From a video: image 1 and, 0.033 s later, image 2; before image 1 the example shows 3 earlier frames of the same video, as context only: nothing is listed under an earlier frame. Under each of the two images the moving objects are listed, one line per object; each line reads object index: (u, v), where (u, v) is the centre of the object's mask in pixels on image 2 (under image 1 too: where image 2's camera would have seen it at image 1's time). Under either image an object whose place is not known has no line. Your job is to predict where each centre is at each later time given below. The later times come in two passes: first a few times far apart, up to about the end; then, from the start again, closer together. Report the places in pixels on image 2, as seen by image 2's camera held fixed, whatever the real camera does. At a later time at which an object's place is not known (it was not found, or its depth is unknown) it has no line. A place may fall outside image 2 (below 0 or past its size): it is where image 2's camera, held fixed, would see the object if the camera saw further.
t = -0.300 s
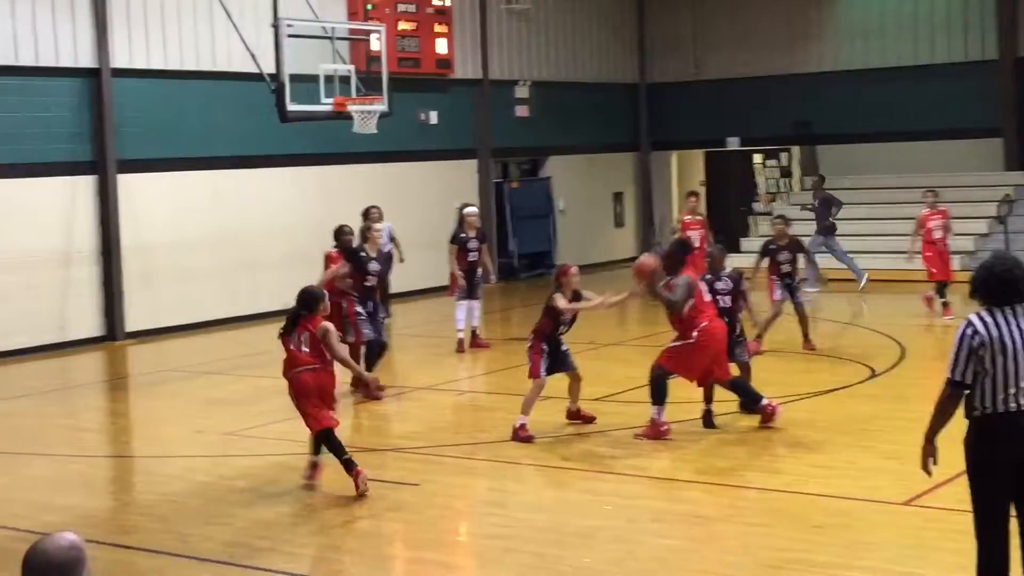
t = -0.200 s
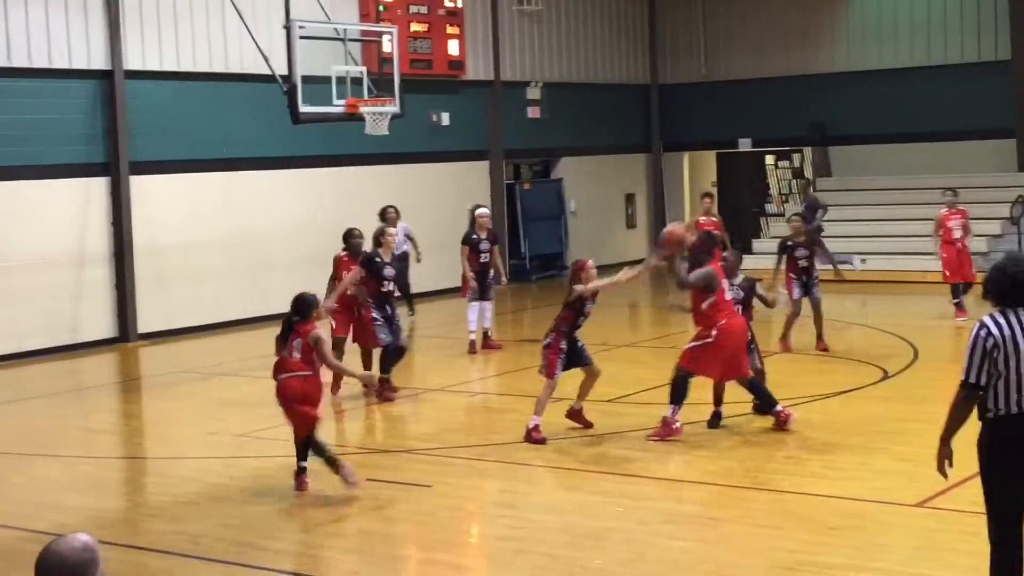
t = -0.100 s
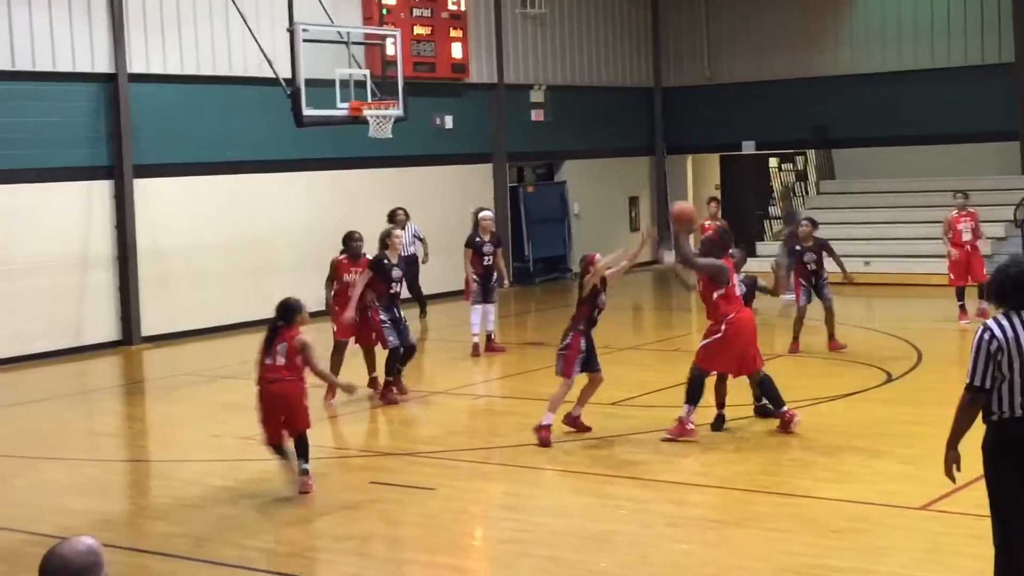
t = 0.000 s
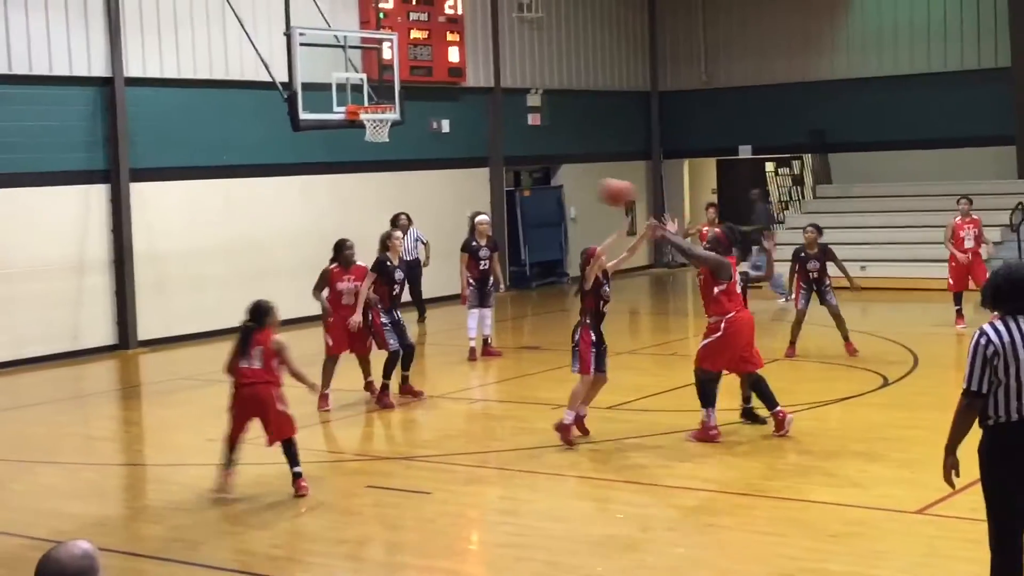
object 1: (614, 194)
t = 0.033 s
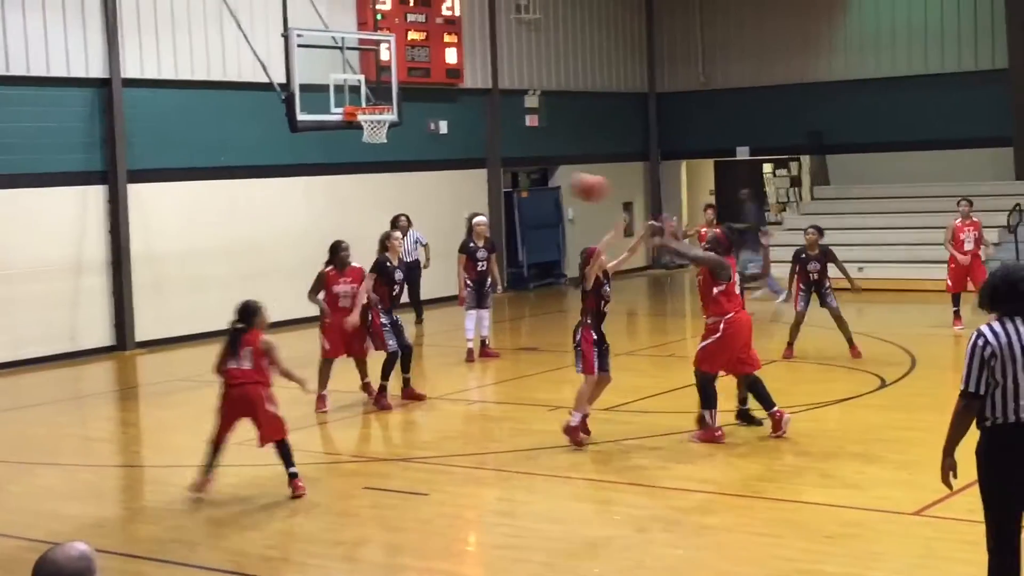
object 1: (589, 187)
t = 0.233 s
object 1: (436, 176)
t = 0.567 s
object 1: (193, 264)
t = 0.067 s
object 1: (563, 181)
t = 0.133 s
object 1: (513, 175)
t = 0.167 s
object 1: (486, 174)
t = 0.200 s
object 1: (460, 174)
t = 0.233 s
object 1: (436, 176)
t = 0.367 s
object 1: (335, 197)
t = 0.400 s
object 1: (311, 205)
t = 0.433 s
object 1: (287, 214)
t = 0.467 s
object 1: (263, 225)
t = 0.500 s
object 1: (239, 237)
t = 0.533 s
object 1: (216, 249)
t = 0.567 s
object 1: (193, 264)
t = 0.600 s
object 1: (169, 280)
